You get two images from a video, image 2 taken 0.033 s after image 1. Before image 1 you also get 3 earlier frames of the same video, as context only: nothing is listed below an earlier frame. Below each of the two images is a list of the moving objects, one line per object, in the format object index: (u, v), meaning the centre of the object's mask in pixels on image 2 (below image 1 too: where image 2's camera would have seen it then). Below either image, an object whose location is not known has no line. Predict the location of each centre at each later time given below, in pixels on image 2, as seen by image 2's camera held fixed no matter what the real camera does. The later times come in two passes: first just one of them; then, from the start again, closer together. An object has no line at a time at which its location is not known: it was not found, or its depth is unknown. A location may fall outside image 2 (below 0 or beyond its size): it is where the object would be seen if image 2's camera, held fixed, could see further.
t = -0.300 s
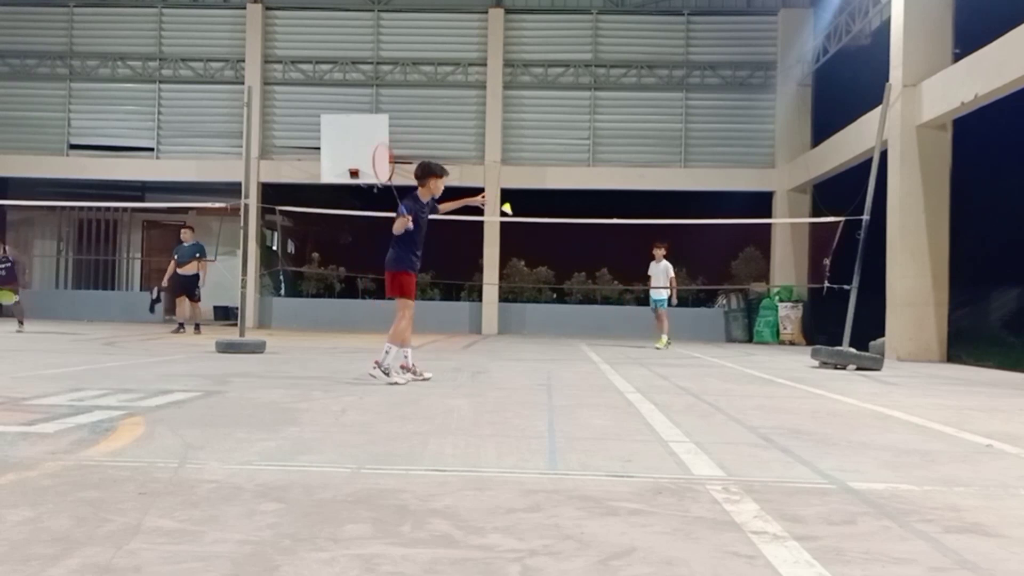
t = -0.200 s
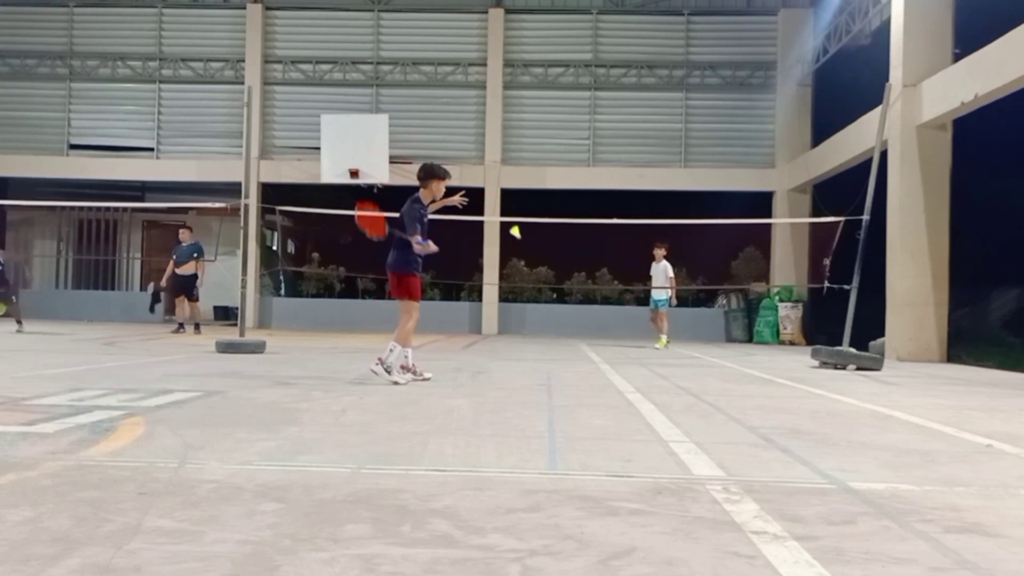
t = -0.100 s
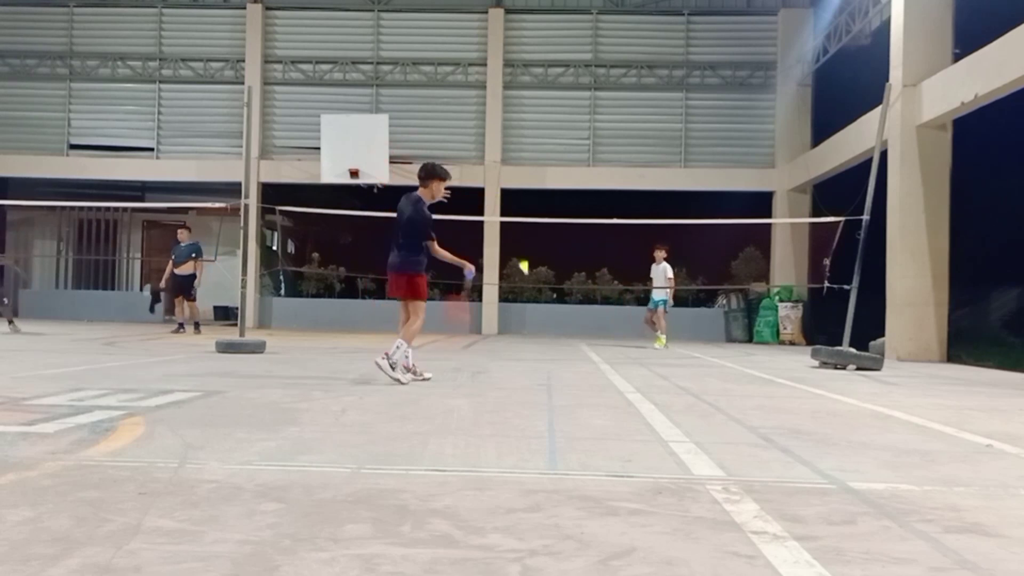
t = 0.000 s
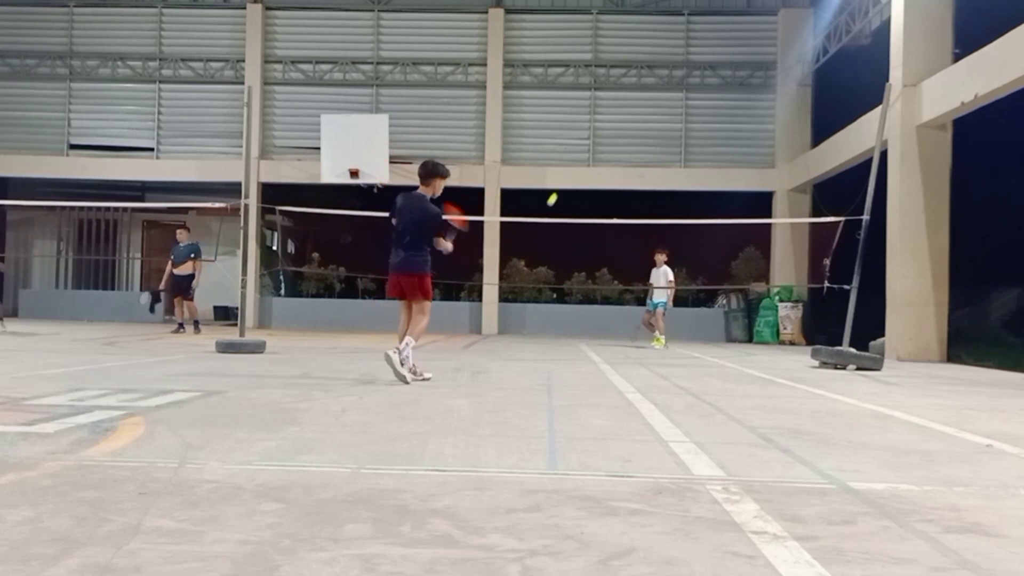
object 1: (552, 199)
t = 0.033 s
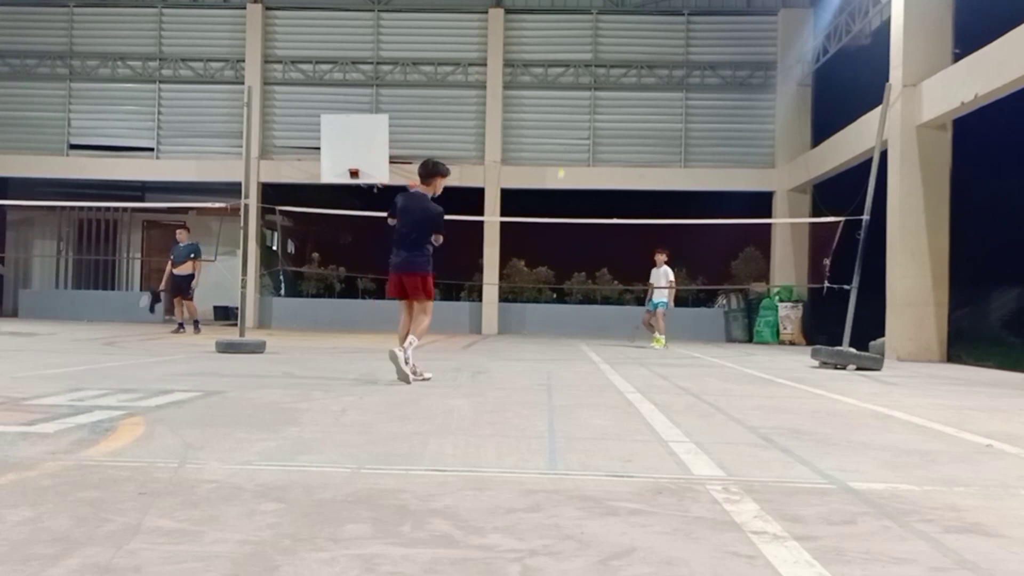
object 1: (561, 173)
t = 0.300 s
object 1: (591, 108)
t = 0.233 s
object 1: (587, 113)
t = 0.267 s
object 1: (589, 110)
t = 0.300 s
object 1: (591, 108)
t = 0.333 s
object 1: (592, 107)
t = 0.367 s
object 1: (594, 108)
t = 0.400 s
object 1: (595, 109)
